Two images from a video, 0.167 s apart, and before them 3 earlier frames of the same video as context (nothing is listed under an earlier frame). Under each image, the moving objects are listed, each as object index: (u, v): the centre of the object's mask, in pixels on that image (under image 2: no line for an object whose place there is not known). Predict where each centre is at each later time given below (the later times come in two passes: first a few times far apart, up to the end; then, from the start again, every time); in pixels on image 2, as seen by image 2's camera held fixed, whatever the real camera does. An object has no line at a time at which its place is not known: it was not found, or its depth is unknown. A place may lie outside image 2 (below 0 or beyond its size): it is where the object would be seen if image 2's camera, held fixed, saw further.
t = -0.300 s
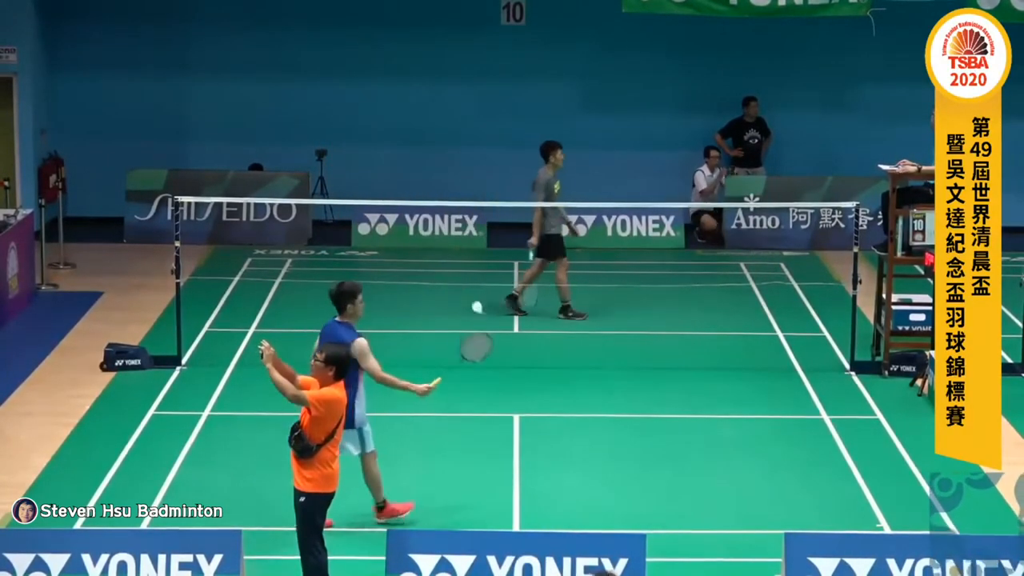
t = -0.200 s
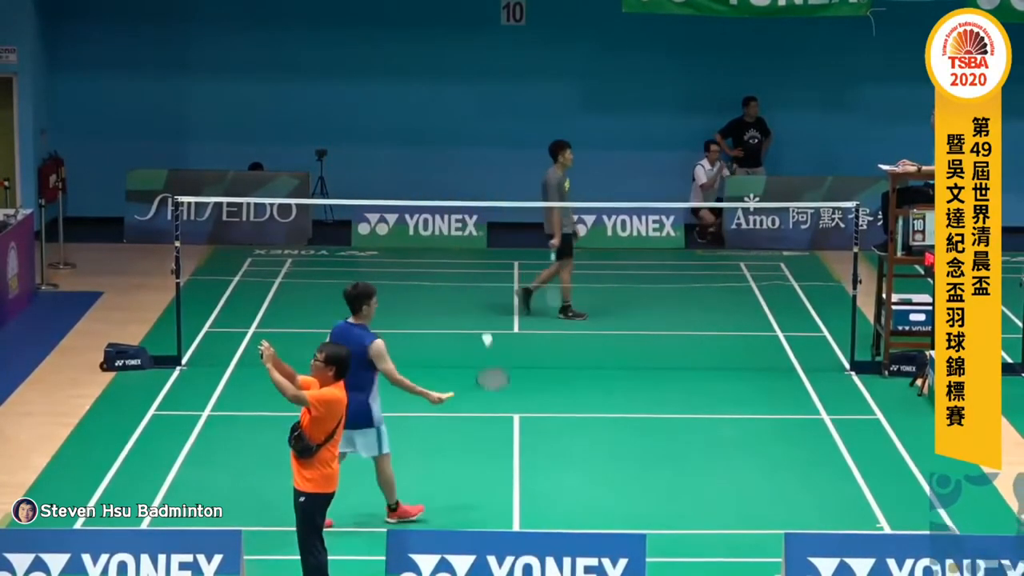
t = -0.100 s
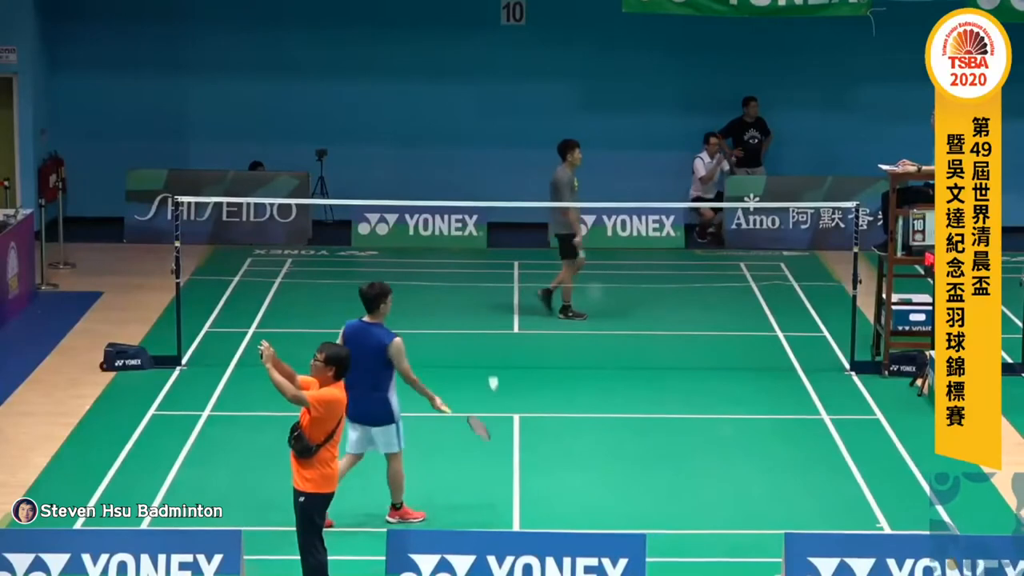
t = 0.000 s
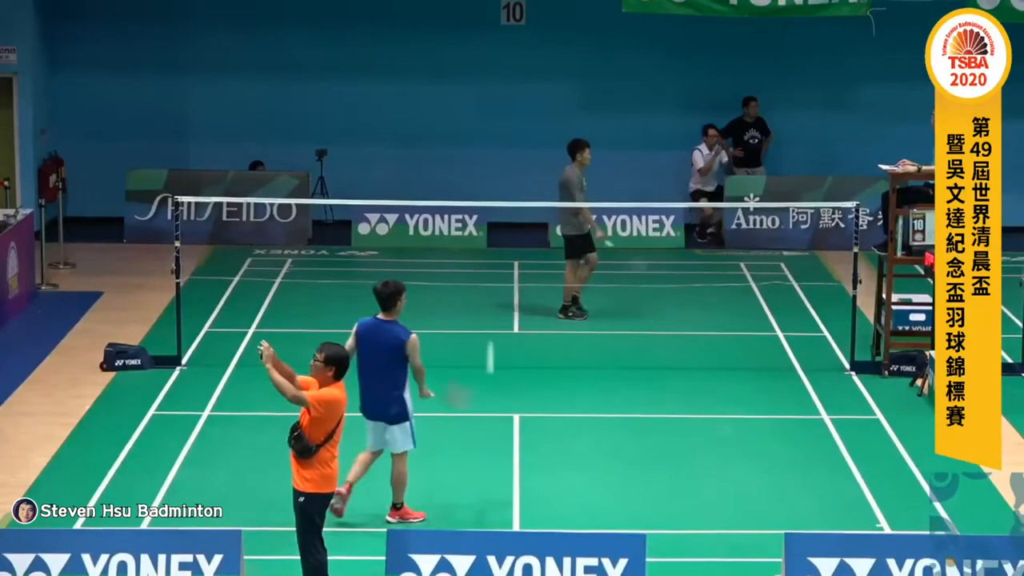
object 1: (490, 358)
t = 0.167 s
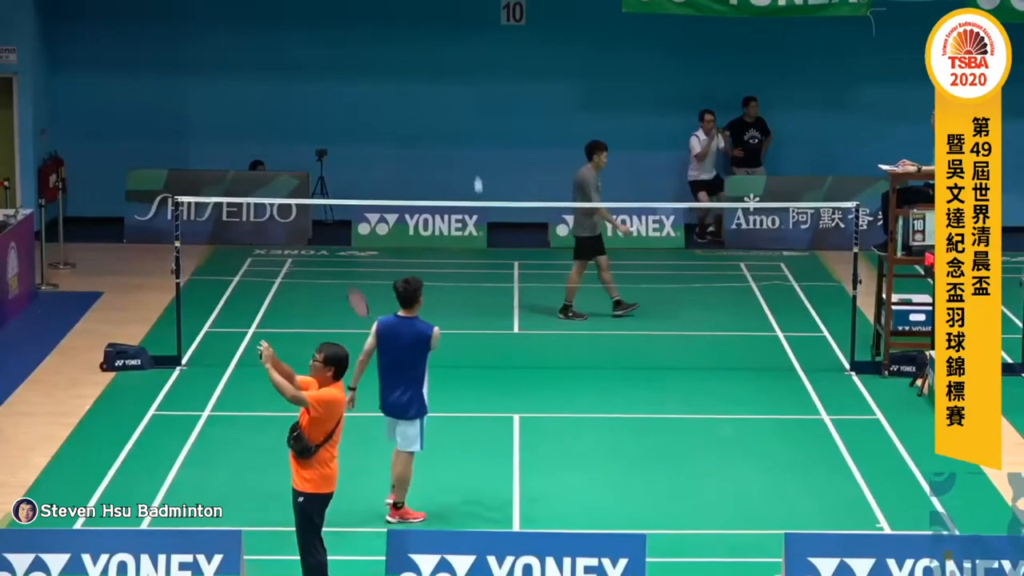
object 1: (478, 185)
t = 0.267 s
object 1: (473, 137)
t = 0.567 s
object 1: (460, 99)
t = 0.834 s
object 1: (453, 143)
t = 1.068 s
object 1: (452, 218)
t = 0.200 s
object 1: (476, 166)
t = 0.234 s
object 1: (474, 150)
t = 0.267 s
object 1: (473, 137)
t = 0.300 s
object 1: (471, 126)
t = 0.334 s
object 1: (469, 118)
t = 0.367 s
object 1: (467, 110)
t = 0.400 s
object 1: (466, 105)
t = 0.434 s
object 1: (465, 101)
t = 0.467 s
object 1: (463, 99)
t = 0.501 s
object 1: (462, 98)
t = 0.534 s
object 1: (461, 98)
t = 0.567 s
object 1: (460, 99)
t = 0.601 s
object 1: (459, 101)
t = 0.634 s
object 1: (458, 104)
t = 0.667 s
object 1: (457, 109)
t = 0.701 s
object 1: (456, 113)
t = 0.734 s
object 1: (455, 120)
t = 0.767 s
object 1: (454, 126)
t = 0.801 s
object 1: (454, 135)
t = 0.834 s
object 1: (453, 143)
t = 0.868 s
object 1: (453, 152)
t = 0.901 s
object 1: (452, 162)
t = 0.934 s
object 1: (452, 173)
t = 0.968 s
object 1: (451, 184)
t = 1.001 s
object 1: (450, 195)
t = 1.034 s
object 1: (450, 209)
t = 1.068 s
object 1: (452, 218)
